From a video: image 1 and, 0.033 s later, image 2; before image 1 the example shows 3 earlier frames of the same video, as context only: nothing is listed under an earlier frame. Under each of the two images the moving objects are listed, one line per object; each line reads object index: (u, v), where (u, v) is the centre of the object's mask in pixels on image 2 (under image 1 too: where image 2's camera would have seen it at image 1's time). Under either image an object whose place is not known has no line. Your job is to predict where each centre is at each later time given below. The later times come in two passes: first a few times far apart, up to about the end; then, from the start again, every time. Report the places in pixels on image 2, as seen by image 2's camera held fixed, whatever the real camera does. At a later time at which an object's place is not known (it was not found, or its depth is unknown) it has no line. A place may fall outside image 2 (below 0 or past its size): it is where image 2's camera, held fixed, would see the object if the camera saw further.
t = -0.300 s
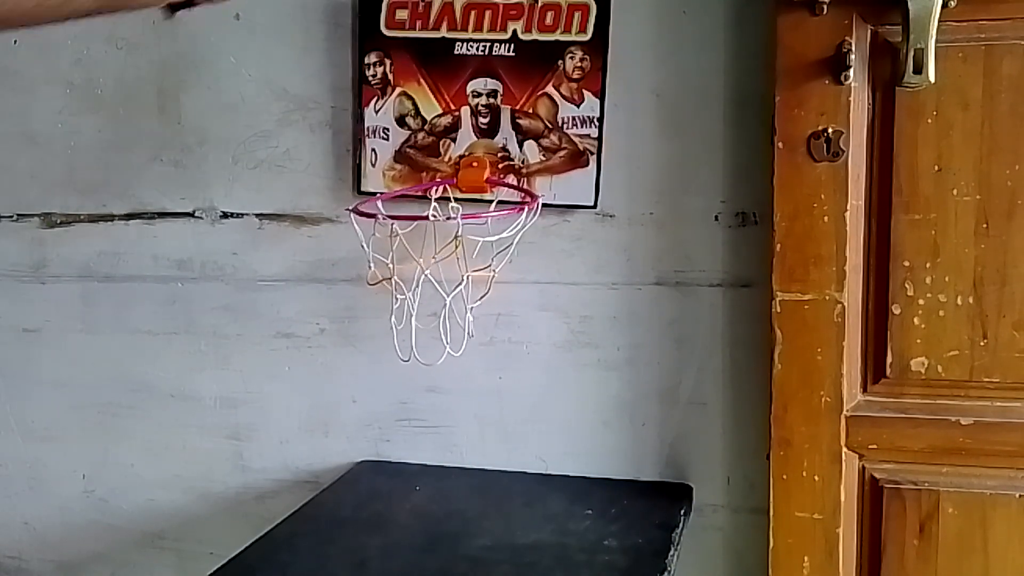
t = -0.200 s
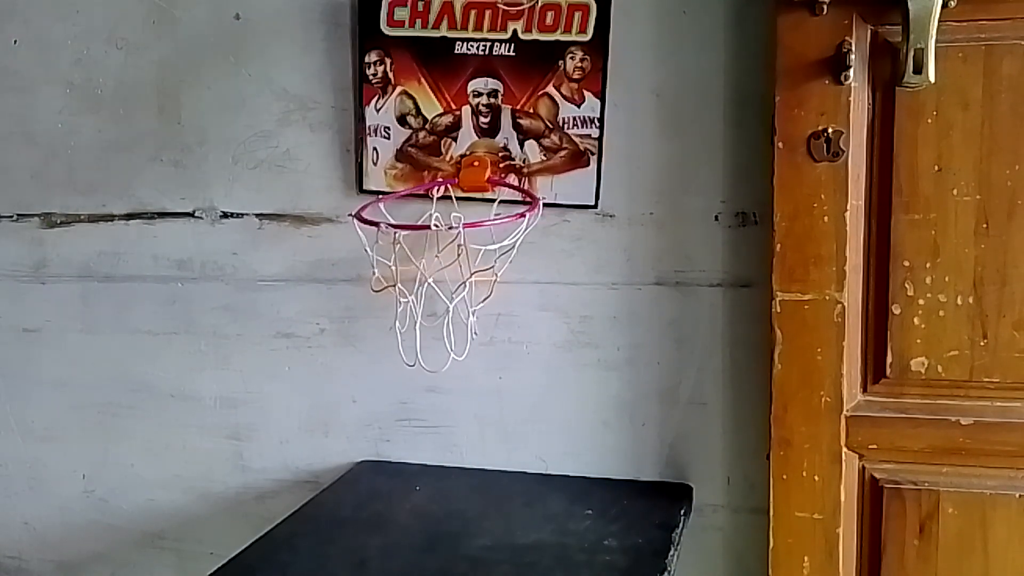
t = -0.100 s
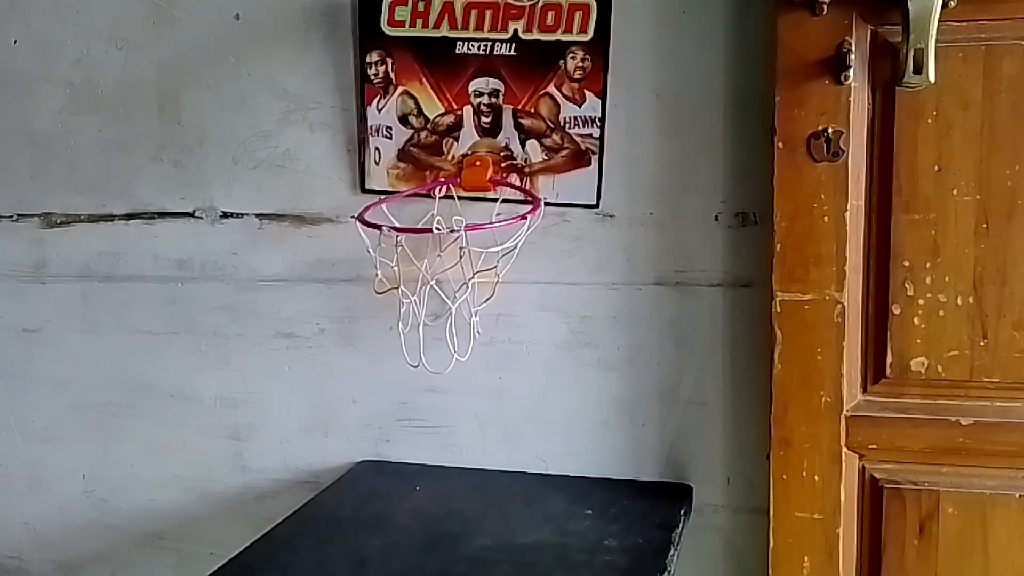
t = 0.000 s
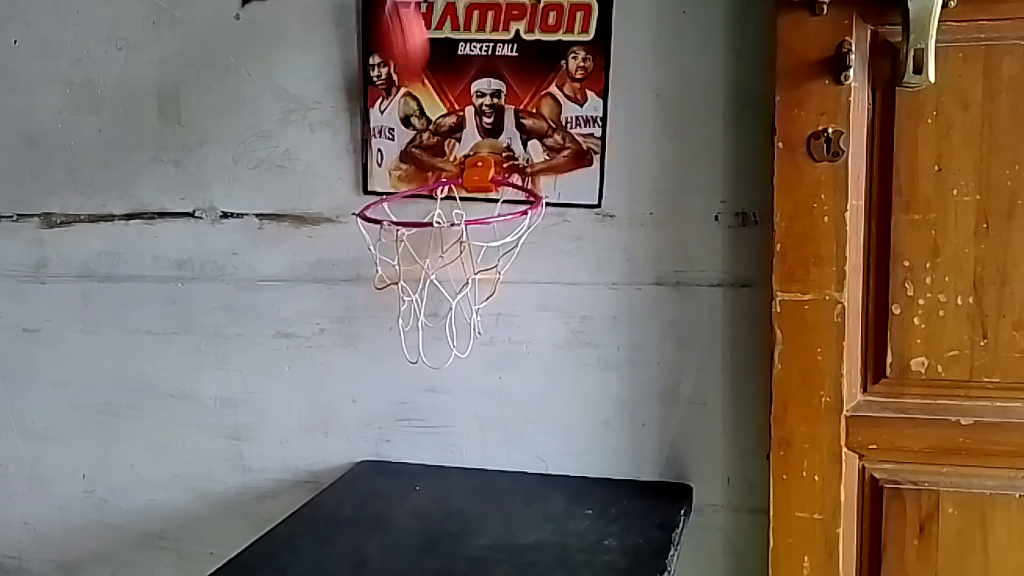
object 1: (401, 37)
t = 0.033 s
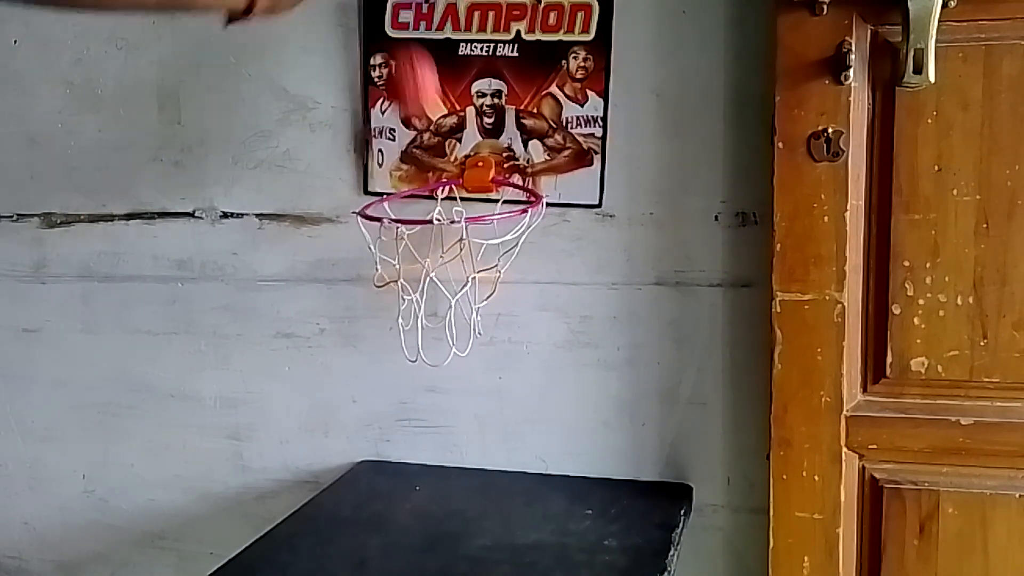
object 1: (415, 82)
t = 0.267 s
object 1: (501, 365)
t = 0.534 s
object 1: (570, 313)
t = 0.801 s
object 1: (633, 403)
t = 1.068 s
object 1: (701, 491)
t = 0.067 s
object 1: (429, 154)
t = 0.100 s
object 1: (438, 223)
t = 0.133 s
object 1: (453, 299)
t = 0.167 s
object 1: (466, 381)
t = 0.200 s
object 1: (479, 460)
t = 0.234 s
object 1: (489, 410)
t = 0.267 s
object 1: (501, 365)
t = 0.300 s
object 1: (512, 328)
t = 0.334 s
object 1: (522, 297)
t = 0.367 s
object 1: (535, 275)
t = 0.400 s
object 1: (542, 265)
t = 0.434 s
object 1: (547, 263)
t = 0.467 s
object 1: (554, 270)
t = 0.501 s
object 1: (561, 287)
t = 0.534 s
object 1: (570, 313)
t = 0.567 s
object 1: (577, 348)
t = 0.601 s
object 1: (585, 394)
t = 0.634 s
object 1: (594, 455)
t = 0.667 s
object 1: (600, 455)
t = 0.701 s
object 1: (608, 429)
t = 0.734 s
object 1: (616, 411)
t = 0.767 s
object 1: (624, 403)
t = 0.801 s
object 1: (633, 403)
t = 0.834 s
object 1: (642, 413)
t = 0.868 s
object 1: (651, 431)
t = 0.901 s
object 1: (660, 460)
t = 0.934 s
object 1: (668, 478)
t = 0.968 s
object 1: (676, 467)
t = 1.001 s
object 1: (683, 466)
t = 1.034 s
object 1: (692, 474)
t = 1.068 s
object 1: (701, 491)
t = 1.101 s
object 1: (717, 506)
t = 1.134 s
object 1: (734, 523)
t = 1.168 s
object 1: (748, 546)
